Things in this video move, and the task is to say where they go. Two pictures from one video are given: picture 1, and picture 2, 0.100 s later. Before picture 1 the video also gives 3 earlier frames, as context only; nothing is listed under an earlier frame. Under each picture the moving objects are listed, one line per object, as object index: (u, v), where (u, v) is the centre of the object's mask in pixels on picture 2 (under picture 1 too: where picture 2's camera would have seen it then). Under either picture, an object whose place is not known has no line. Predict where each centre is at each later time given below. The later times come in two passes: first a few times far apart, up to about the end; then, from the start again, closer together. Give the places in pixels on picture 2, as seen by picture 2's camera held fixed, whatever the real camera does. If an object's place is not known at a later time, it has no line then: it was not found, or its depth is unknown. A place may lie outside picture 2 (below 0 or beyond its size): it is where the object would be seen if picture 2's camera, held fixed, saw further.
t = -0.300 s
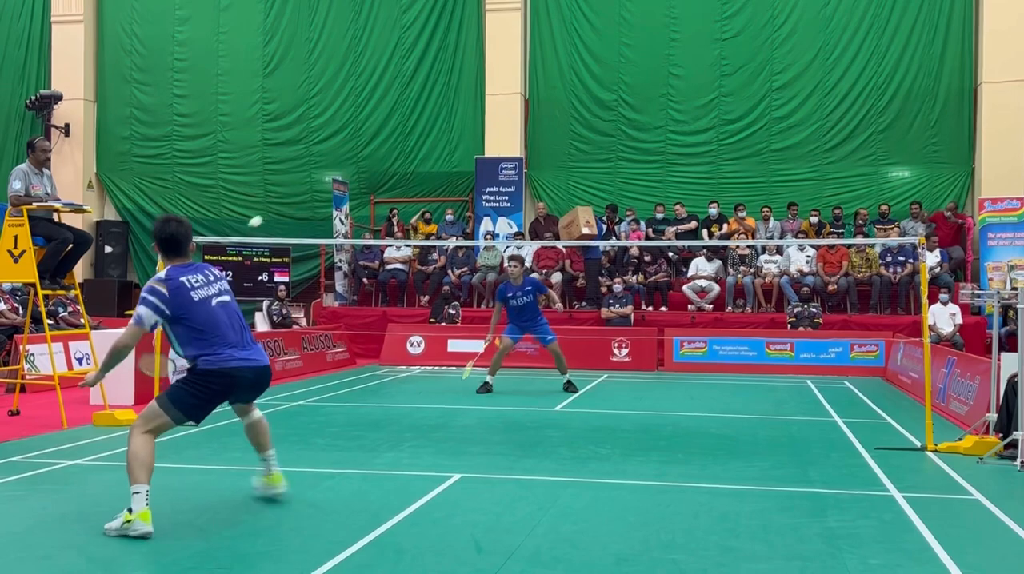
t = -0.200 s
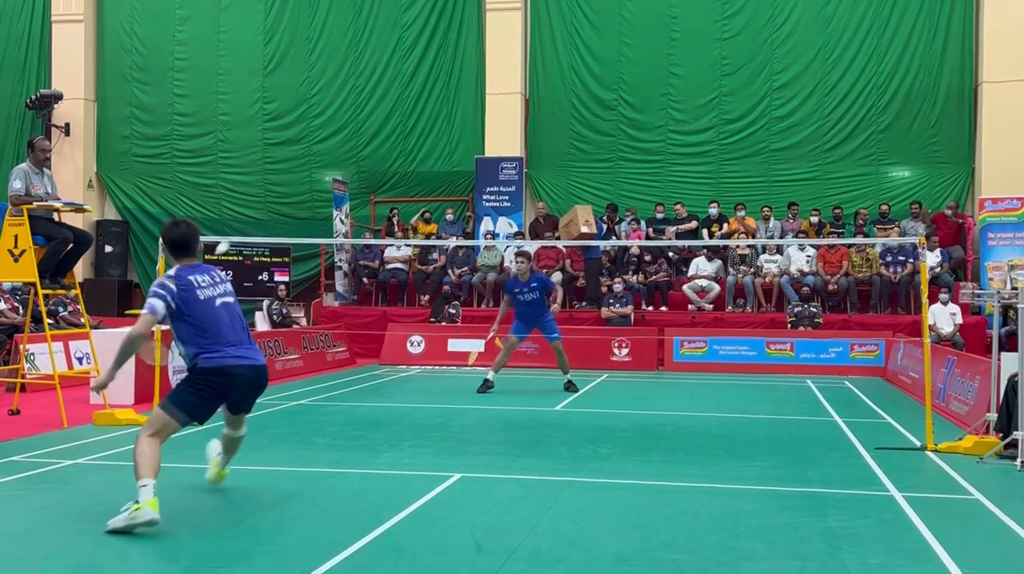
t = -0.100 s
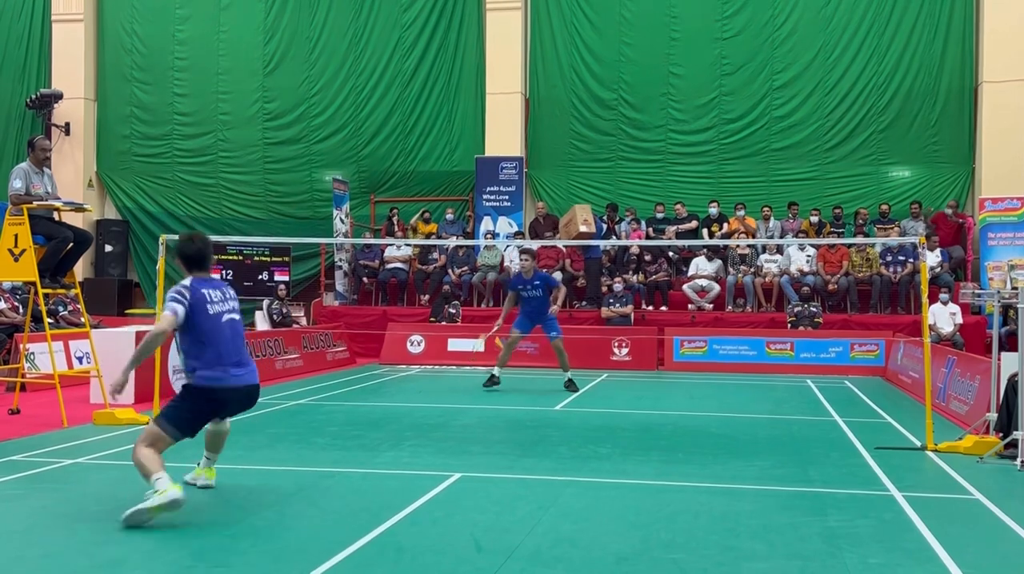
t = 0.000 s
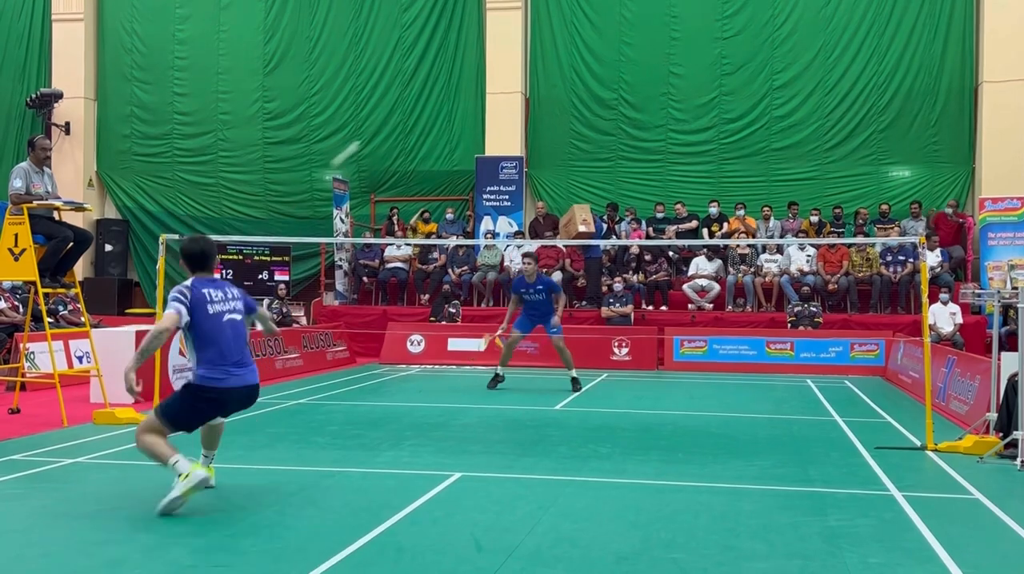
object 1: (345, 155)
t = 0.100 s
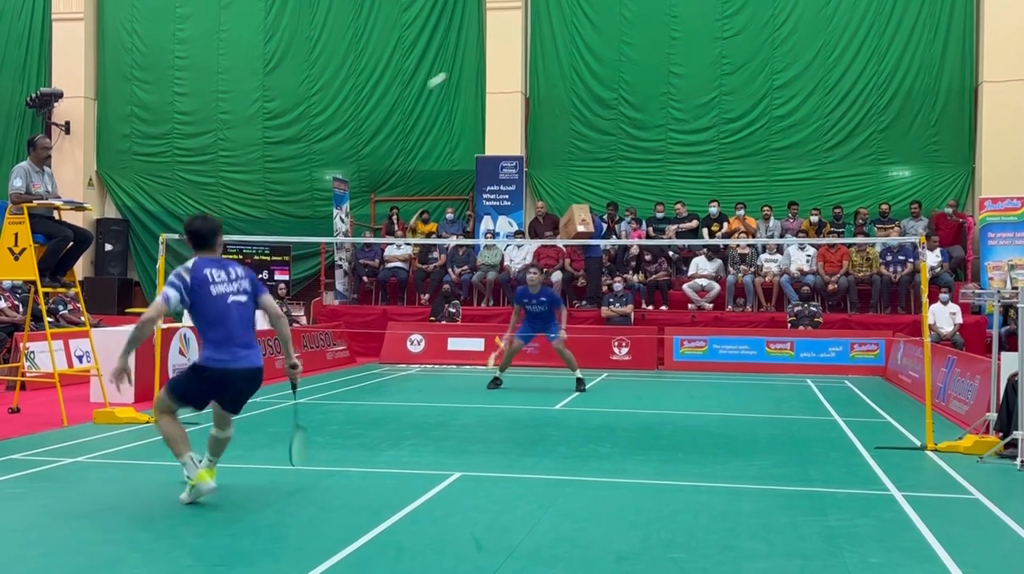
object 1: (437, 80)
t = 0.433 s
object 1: (569, 26)
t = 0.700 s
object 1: (621, 63)
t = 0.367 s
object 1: (552, 25)
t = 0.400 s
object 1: (561, 25)
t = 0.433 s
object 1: (569, 26)
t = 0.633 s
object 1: (610, 49)
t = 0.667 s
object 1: (616, 56)
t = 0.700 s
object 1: (621, 63)
